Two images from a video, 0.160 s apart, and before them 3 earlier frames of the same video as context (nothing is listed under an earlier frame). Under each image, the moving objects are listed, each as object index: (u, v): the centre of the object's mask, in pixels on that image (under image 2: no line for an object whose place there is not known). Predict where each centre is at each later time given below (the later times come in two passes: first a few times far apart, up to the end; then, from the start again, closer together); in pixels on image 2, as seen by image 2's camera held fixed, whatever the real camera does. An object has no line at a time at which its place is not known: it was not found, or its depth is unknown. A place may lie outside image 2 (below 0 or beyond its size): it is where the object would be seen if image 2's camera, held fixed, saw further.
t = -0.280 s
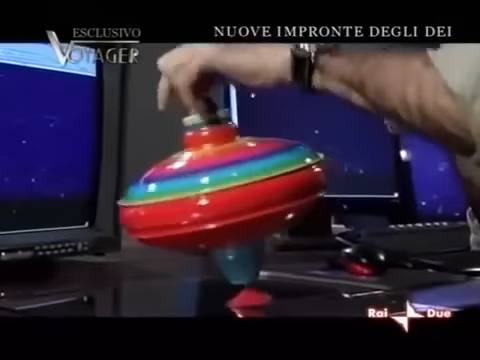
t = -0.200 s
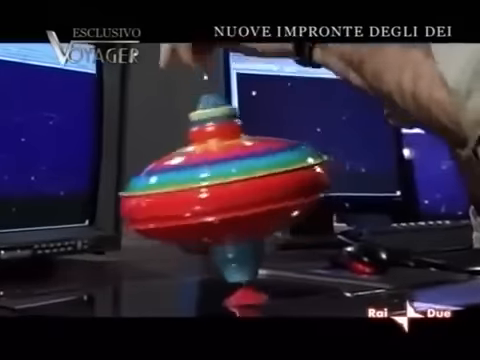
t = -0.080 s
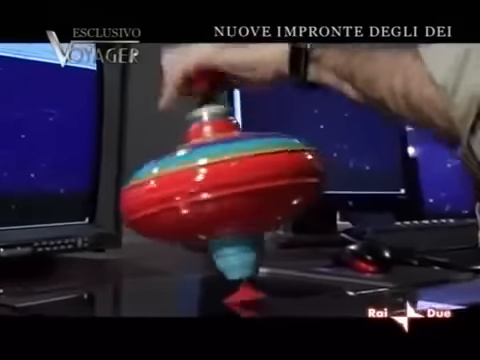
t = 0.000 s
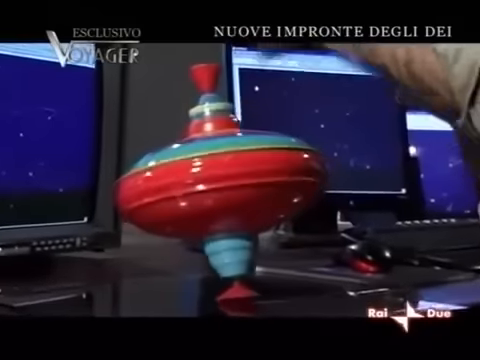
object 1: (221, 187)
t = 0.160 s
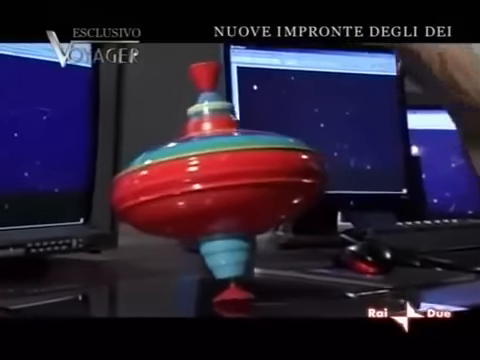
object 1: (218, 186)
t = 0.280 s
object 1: (215, 187)
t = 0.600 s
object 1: (205, 187)
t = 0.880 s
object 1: (194, 185)
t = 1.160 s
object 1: (193, 185)
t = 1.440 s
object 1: (194, 185)
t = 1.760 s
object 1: (198, 184)
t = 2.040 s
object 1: (203, 184)
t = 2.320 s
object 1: (208, 184)
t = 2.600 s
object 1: (214, 184)
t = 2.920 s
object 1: (217, 185)
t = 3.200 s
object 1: (218, 185)
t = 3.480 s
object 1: (215, 186)
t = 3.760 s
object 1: (208, 189)
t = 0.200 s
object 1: (217, 186)
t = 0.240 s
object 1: (216, 185)
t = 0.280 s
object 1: (215, 187)
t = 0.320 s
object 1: (214, 187)
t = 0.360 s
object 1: (213, 186)
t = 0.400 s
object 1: (211, 186)
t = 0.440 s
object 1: (210, 187)
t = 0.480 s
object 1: (209, 187)
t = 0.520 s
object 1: (208, 187)
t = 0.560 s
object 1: (207, 187)
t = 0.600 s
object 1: (205, 187)
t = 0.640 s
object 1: (203, 185)
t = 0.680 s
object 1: (202, 185)
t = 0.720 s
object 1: (201, 185)
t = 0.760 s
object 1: (199, 185)
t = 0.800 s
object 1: (197, 184)
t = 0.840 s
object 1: (195, 185)
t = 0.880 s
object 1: (194, 185)
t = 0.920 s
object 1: (193, 185)
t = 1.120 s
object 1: (192, 184)
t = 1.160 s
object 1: (193, 185)
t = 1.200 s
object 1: (193, 185)
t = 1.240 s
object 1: (193, 185)
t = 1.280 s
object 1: (193, 185)
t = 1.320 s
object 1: (193, 185)
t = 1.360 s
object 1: (193, 186)
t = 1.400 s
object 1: (194, 185)
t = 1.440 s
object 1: (194, 185)
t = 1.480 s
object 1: (195, 185)
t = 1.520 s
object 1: (195, 185)
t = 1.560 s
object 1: (196, 185)
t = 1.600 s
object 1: (196, 185)
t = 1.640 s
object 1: (197, 184)
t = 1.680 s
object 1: (197, 184)
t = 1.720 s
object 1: (197, 184)
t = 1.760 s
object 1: (198, 184)
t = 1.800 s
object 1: (199, 184)
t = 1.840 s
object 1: (200, 184)
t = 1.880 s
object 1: (201, 184)
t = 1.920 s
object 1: (202, 184)
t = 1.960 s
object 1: (202, 184)
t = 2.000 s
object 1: (203, 184)
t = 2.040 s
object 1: (203, 184)
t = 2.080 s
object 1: (204, 184)
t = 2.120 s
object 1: (205, 184)
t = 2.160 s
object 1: (205, 186)
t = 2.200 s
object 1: (206, 184)
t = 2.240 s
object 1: (207, 184)
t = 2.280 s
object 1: (208, 184)
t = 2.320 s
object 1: (208, 184)
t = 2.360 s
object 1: (209, 186)
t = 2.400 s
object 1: (210, 186)
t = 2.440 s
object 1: (212, 184)
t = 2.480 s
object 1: (212, 184)
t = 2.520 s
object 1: (213, 184)
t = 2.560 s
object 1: (213, 184)
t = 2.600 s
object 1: (214, 184)
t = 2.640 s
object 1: (214, 184)
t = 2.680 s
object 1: (215, 184)
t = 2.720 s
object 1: (215, 185)
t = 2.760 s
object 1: (216, 185)
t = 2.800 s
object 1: (216, 185)
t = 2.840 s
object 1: (216, 185)
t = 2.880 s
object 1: (217, 185)
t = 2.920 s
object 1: (217, 185)
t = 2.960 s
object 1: (217, 185)
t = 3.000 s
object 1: (218, 185)
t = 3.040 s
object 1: (218, 185)
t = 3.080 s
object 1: (218, 185)
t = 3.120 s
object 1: (218, 185)
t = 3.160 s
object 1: (218, 185)
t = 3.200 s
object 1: (218, 185)
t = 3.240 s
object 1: (217, 185)
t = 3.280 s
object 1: (217, 185)
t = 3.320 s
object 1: (216, 186)
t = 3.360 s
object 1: (216, 186)
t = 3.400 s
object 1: (215, 186)
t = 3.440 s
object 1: (215, 185)
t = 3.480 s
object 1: (215, 186)
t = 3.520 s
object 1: (214, 186)
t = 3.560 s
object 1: (213, 186)
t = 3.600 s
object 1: (212, 187)
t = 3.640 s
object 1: (211, 186)
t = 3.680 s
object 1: (210, 189)
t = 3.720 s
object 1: (209, 186)
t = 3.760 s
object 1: (208, 189)
